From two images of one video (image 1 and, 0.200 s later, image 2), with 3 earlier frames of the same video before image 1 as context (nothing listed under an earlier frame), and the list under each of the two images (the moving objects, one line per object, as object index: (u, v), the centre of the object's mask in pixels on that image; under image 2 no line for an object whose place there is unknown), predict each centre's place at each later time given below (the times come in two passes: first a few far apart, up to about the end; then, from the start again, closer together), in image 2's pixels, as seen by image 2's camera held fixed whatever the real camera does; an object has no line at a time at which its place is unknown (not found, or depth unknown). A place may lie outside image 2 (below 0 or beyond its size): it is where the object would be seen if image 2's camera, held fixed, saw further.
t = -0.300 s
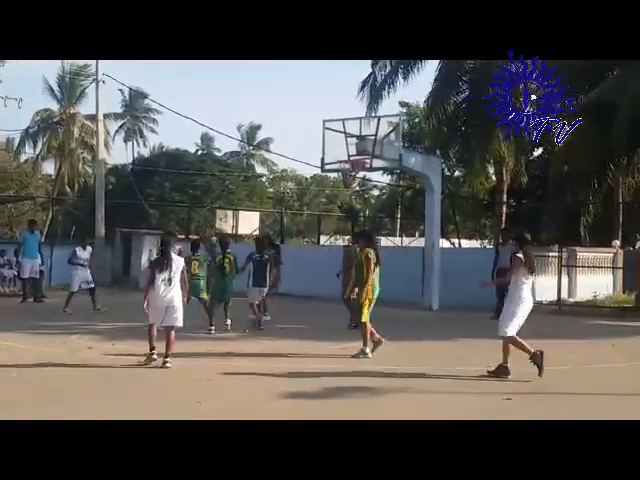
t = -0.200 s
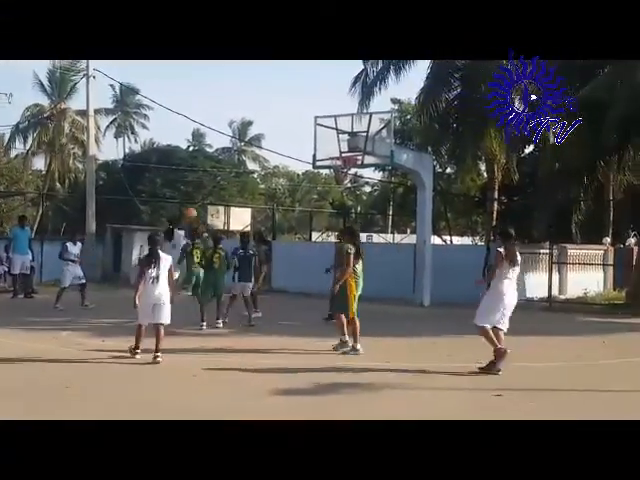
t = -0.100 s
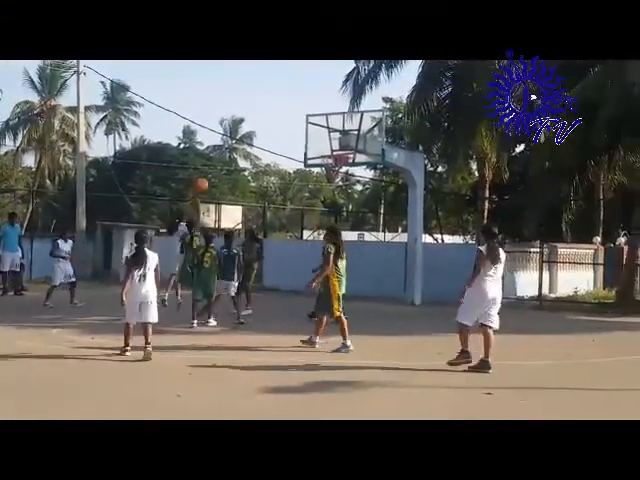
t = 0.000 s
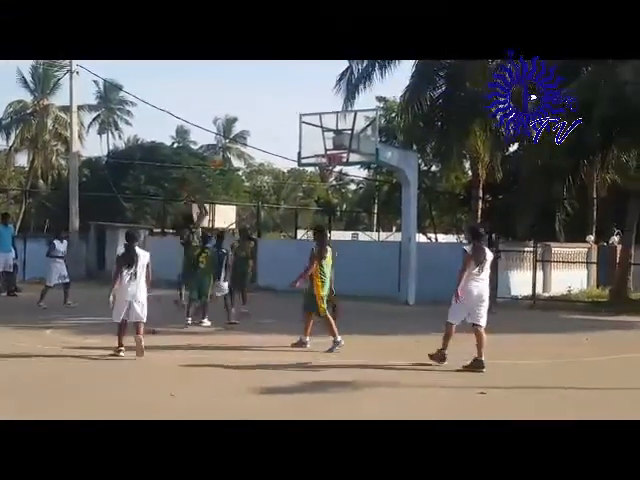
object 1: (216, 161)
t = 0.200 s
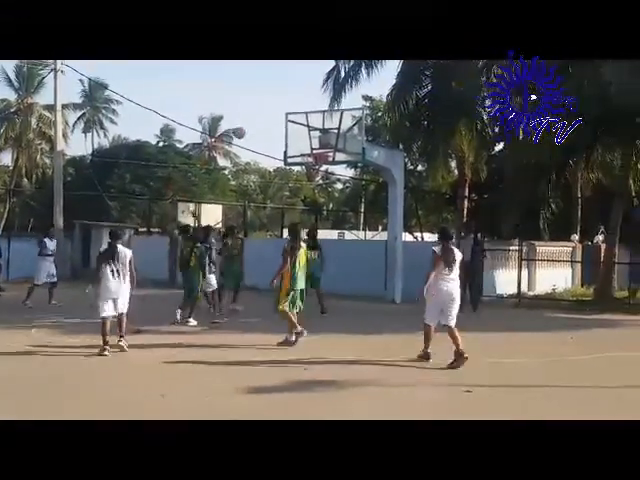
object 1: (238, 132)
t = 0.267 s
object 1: (251, 128)
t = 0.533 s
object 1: (299, 134)
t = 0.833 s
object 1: (310, 133)
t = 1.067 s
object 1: (295, 129)
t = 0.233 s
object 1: (245, 130)
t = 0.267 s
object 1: (251, 128)
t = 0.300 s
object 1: (257, 127)
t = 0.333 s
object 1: (263, 127)
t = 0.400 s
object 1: (276, 126)
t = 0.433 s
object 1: (281, 128)
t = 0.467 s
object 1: (287, 130)
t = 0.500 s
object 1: (293, 131)
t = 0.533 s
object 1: (299, 134)
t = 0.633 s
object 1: (315, 145)
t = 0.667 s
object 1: (320, 151)
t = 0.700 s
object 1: (318, 148)
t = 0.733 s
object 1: (316, 142)
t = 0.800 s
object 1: (312, 135)
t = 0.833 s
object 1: (310, 133)
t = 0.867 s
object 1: (307, 130)
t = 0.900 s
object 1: (306, 129)
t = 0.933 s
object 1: (303, 128)
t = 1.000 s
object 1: (299, 129)
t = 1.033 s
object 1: (296, 128)
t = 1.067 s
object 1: (295, 129)
